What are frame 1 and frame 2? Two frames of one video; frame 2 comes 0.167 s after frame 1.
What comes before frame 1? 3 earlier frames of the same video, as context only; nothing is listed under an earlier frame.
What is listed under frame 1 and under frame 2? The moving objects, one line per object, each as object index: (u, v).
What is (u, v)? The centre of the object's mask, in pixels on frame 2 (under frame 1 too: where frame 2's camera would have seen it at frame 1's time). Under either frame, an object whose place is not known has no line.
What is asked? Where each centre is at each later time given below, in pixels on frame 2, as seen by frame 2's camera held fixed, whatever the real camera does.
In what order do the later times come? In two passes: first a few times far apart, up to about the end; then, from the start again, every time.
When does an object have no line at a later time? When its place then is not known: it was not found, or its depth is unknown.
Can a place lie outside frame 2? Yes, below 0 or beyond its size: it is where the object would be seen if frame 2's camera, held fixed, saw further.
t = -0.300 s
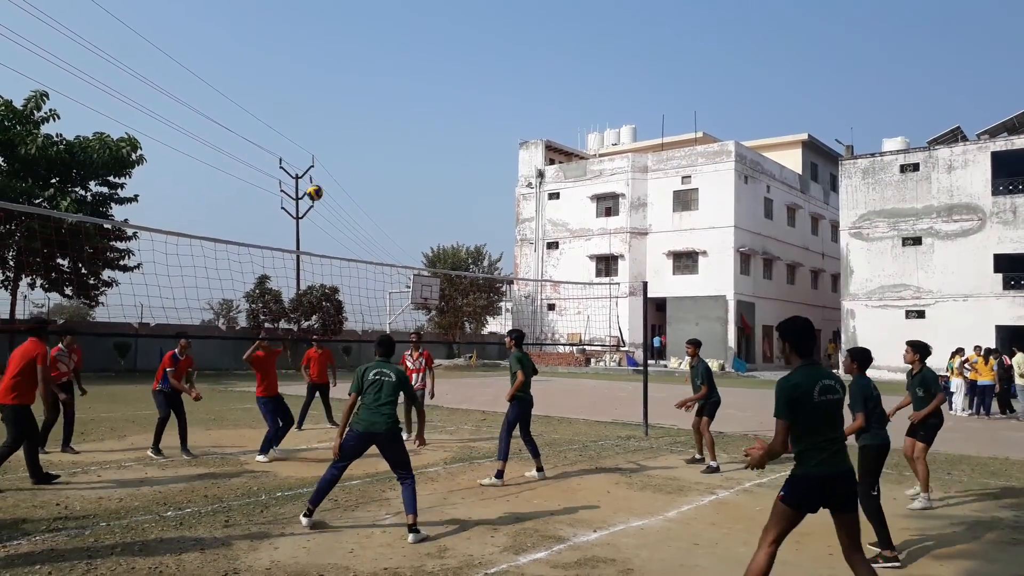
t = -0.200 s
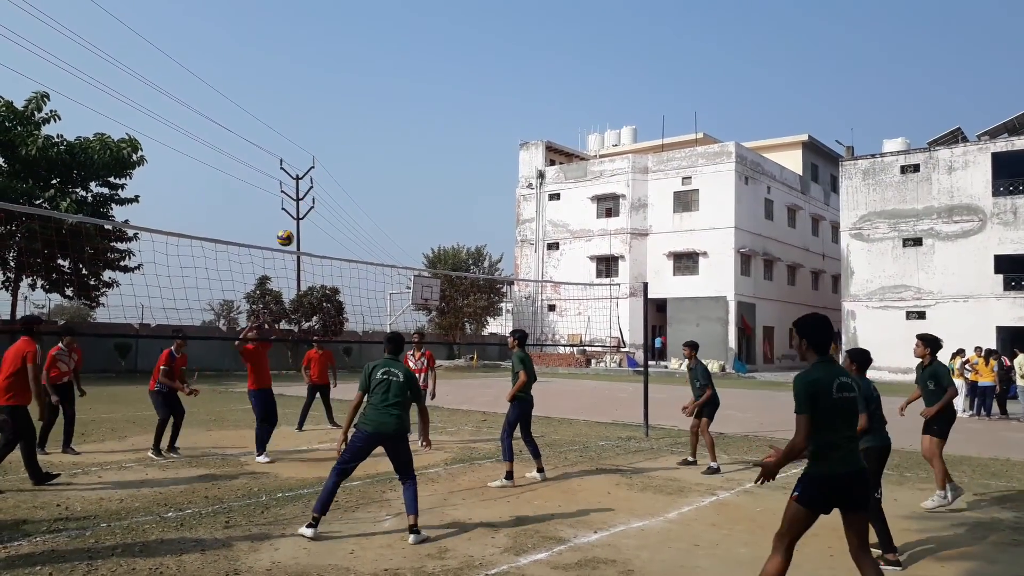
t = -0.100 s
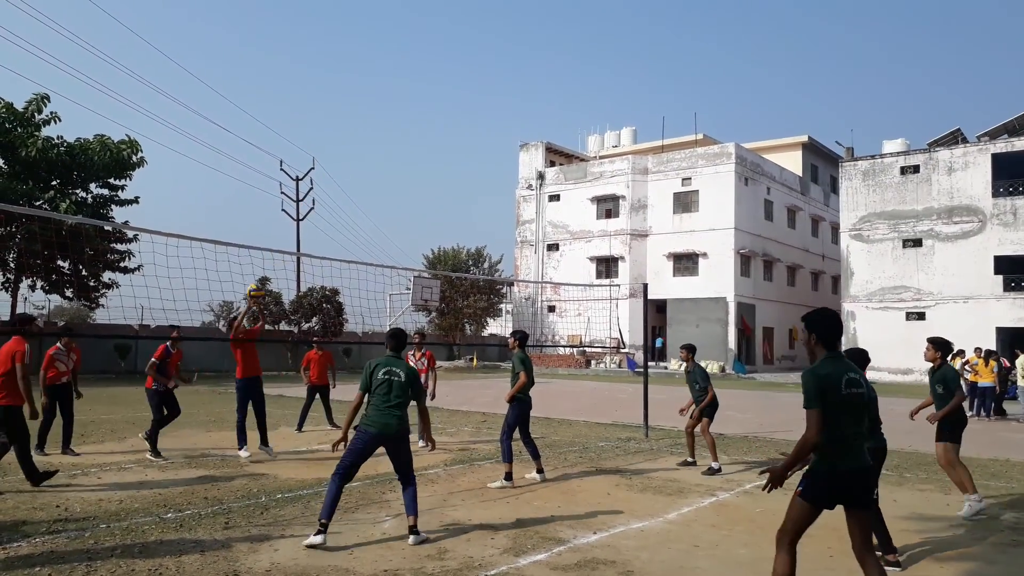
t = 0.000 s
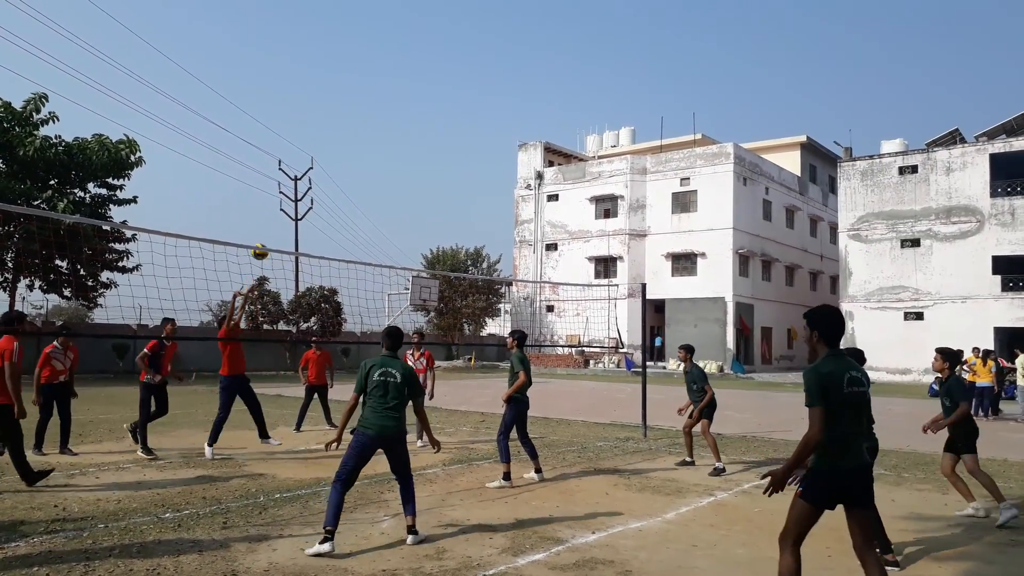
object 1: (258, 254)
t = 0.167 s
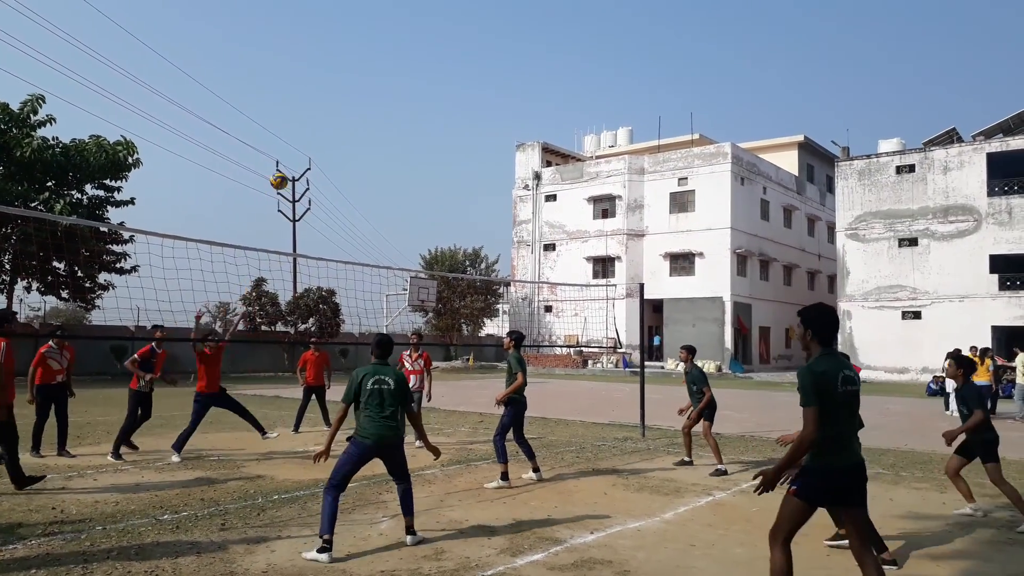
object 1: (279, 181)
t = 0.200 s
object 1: (283, 170)
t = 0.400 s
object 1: (309, 115)
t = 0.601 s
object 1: (334, 91)
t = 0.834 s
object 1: (365, 104)
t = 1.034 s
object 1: (392, 154)
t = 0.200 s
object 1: (283, 170)
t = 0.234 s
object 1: (287, 158)
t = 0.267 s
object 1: (292, 148)
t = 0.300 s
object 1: (296, 139)
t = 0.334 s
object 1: (300, 130)
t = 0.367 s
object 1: (304, 122)
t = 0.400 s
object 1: (309, 115)
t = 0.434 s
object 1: (313, 109)
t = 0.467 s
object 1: (317, 103)
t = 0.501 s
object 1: (321, 99)
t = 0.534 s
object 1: (325, 95)
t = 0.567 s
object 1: (330, 93)
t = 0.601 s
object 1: (334, 91)
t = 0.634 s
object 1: (338, 90)
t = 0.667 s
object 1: (343, 90)
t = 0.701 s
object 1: (347, 91)
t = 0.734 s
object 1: (352, 93)
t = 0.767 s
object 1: (356, 96)
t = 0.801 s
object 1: (361, 99)
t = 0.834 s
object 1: (365, 104)
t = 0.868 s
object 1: (370, 110)
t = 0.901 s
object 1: (374, 117)
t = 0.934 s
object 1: (379, 125)
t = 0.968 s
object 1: (383, 133)
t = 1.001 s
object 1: (388, 143)
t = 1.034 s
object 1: (392, 154)
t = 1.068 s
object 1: (396, 166)
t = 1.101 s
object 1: (401, 179)
